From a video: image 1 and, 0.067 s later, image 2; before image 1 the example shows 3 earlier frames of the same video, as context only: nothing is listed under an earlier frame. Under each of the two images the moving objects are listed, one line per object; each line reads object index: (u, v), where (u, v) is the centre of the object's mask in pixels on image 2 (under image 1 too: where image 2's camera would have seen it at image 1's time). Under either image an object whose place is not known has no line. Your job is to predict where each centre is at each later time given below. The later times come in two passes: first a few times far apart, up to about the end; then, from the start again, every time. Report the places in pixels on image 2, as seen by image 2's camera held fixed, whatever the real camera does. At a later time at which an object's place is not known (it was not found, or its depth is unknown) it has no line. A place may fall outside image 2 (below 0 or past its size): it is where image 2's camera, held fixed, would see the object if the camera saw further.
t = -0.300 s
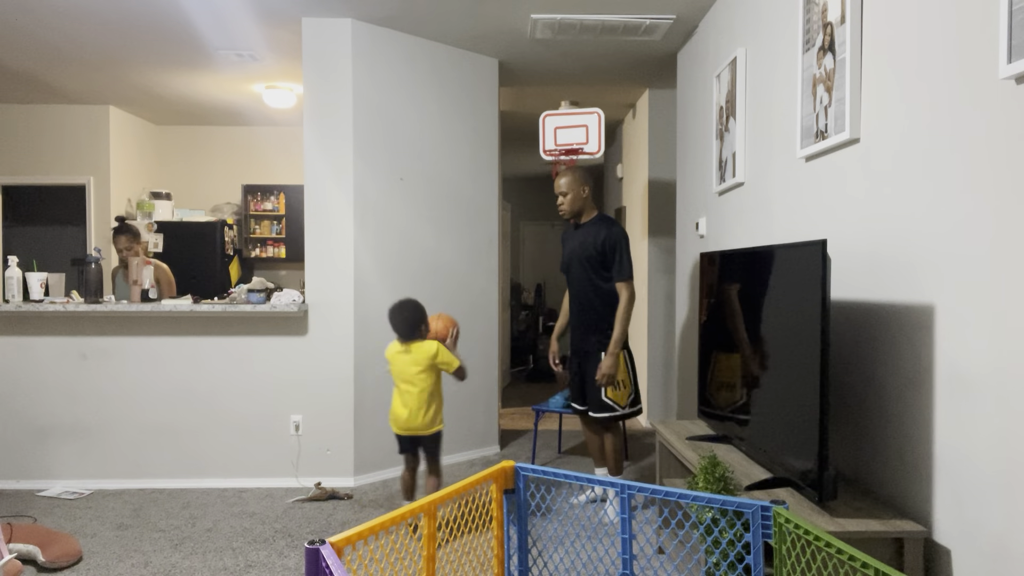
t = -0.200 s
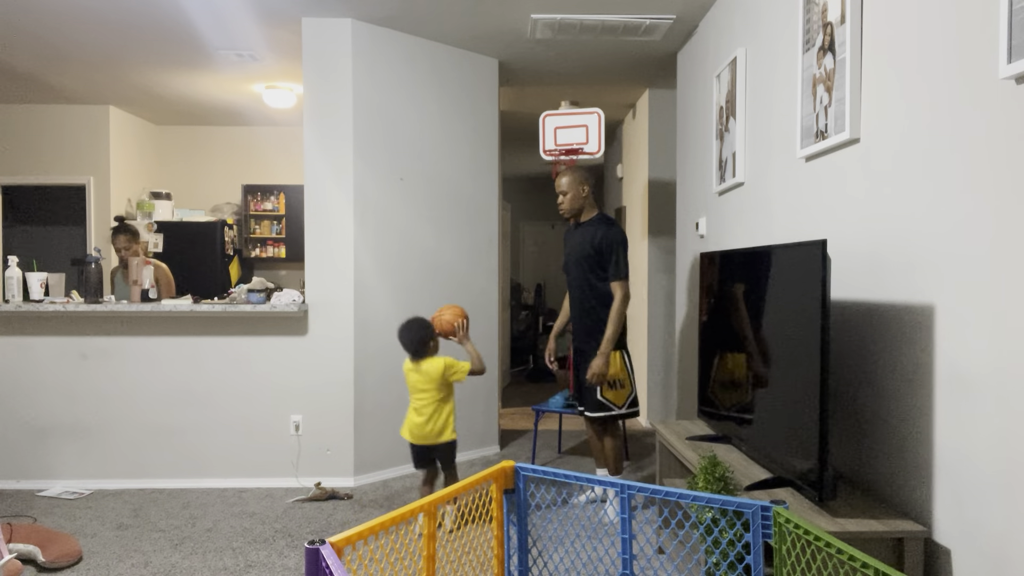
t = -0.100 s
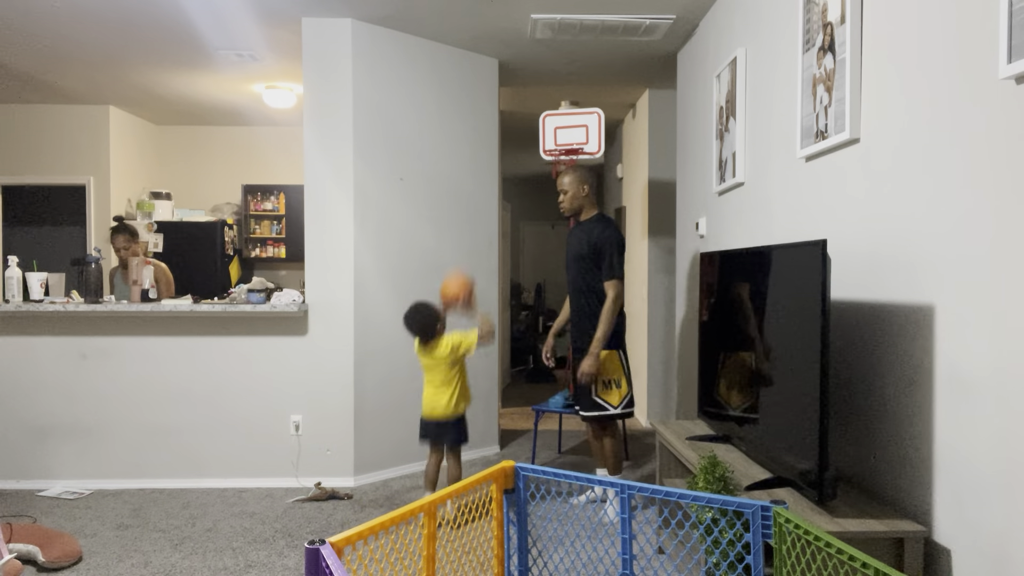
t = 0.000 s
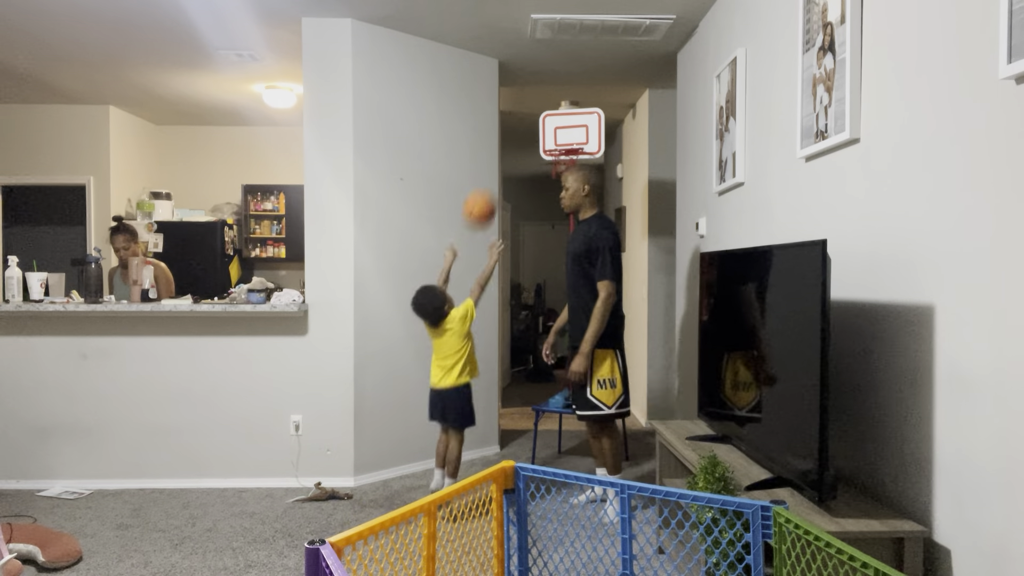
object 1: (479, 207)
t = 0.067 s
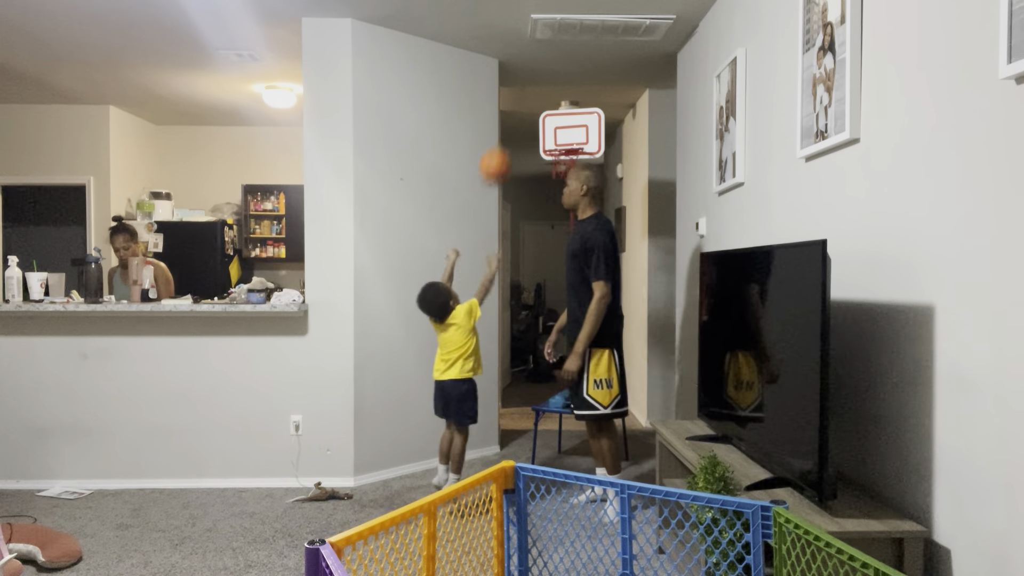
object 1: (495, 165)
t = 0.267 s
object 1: (535, 97)
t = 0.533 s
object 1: (570, 97)
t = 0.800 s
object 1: (573, 138)
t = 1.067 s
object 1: (566, 165)
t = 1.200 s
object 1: (562, 202)
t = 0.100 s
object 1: (502, 147)
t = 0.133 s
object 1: (509, 132)
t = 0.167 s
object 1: (515, 120)
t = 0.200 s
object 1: (521, 110)
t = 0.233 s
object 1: (528, 103)
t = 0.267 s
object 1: (535, 97)
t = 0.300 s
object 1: (541, 93)
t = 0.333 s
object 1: (547, 91)
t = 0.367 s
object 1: (553, 91)
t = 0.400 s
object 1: (558, 93)
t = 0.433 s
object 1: (564, 97)
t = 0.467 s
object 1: (567, 97)
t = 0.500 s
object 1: (568, 97)
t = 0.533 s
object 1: (570, 97)
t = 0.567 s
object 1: (571, 97)
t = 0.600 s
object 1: (573, 100)
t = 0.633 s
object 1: (573, 103)
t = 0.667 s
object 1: (573, 106)
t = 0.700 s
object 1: (573, 111)
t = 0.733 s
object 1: (574, 117)
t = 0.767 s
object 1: (573, 126)
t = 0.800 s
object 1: (573, 138)
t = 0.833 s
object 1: (571, 141)
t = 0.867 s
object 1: (568, 144)
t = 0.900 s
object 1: (567, 148)
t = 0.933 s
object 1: (567, 151)
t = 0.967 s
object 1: (567, 153)
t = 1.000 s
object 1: (567, 158)
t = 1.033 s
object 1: (566, 160)
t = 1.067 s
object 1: (566, 165)
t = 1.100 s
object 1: (565, 171)
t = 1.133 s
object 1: (564, 177)
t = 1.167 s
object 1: (563, 190)
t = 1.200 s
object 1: (562, 202)
